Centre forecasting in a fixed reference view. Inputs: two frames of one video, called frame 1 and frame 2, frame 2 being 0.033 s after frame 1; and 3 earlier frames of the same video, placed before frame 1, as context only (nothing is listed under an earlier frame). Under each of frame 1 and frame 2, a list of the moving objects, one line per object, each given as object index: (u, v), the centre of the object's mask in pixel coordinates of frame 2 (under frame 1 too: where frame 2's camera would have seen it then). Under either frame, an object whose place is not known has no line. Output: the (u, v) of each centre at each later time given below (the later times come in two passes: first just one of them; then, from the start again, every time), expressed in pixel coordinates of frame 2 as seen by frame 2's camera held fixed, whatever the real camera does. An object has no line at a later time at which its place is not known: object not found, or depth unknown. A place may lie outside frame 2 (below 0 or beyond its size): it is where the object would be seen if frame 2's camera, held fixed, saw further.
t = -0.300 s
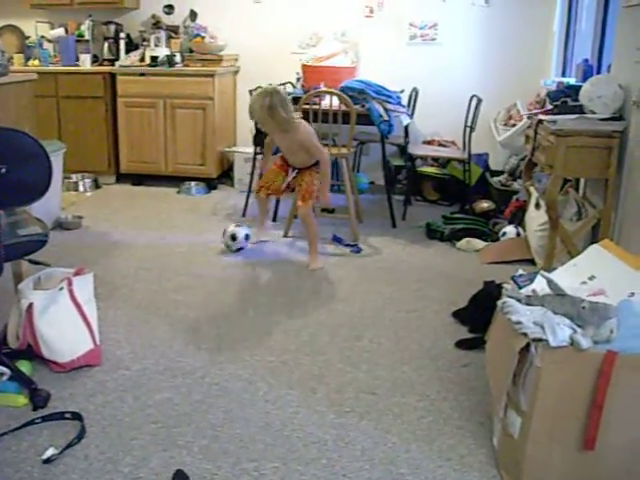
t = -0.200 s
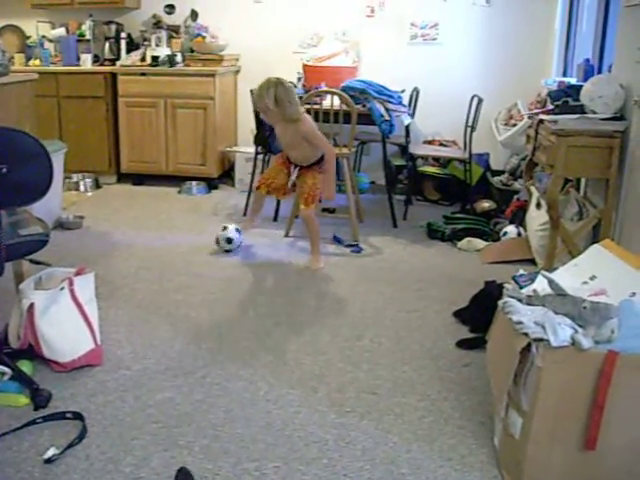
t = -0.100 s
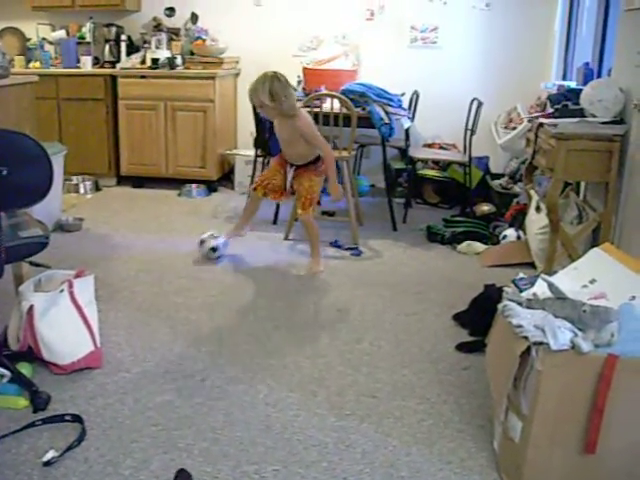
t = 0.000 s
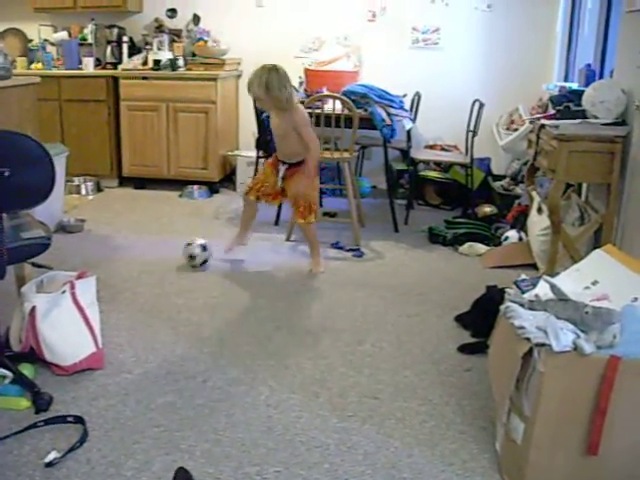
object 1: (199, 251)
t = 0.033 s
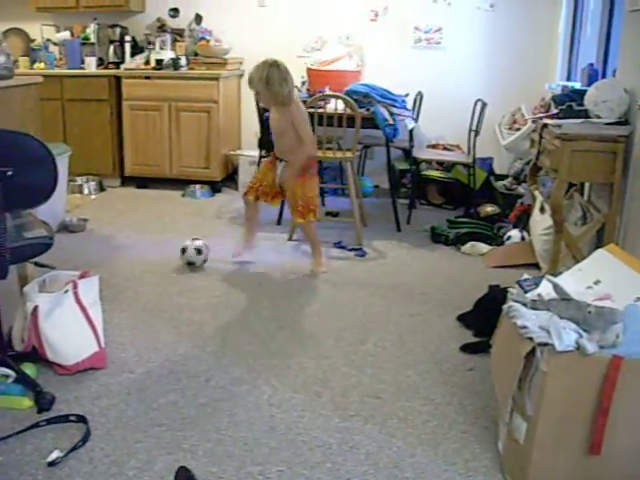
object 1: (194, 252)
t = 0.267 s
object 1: (156, 263)
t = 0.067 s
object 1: (189, 255)
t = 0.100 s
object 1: (184, 256)
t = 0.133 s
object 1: (178, 258)
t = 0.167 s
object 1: (172, 259)
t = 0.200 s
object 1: (166, 262)
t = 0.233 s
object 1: (161, 262)
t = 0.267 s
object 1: (156, 263)
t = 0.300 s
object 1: (150, 265)
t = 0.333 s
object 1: (144, 267)
